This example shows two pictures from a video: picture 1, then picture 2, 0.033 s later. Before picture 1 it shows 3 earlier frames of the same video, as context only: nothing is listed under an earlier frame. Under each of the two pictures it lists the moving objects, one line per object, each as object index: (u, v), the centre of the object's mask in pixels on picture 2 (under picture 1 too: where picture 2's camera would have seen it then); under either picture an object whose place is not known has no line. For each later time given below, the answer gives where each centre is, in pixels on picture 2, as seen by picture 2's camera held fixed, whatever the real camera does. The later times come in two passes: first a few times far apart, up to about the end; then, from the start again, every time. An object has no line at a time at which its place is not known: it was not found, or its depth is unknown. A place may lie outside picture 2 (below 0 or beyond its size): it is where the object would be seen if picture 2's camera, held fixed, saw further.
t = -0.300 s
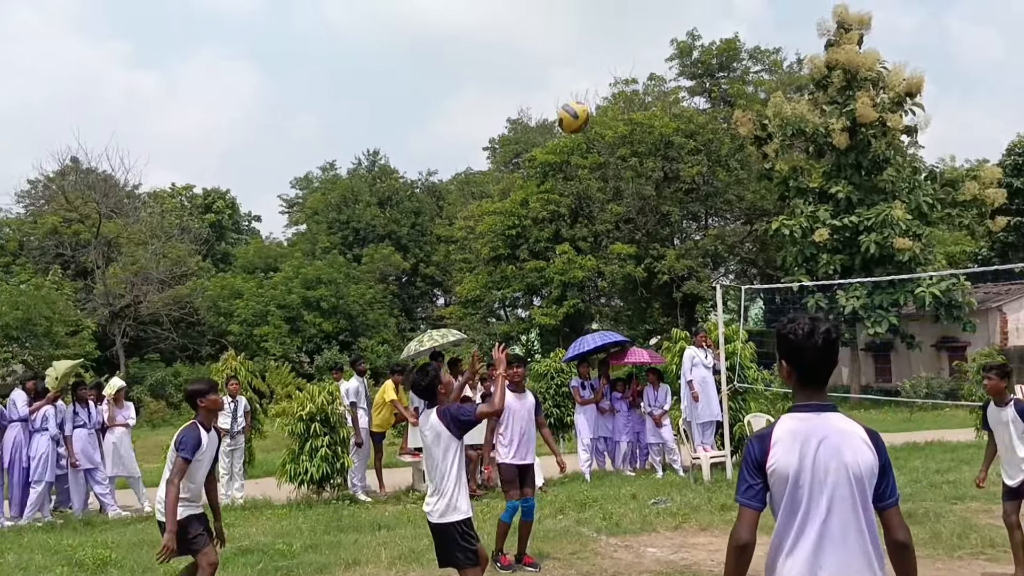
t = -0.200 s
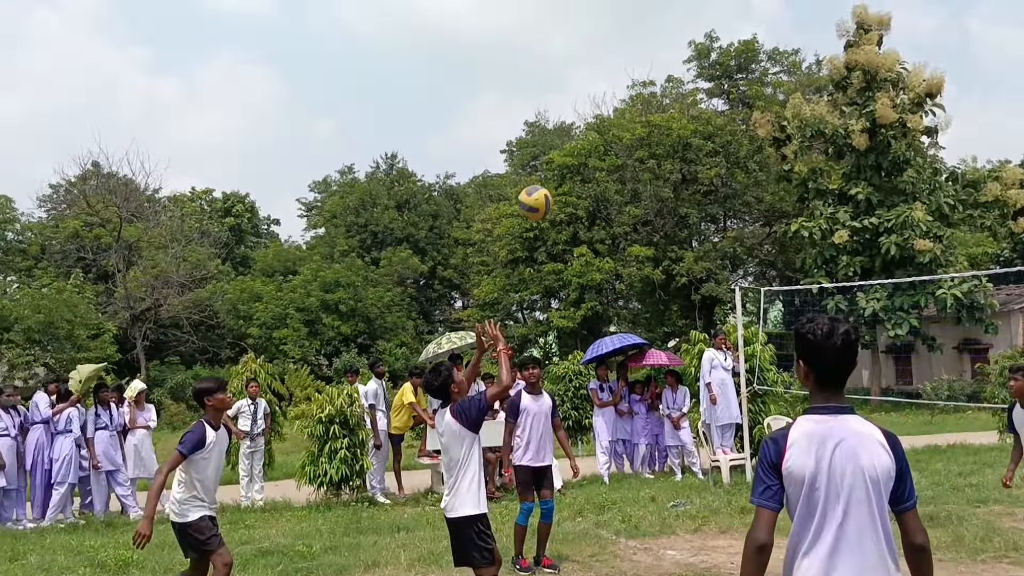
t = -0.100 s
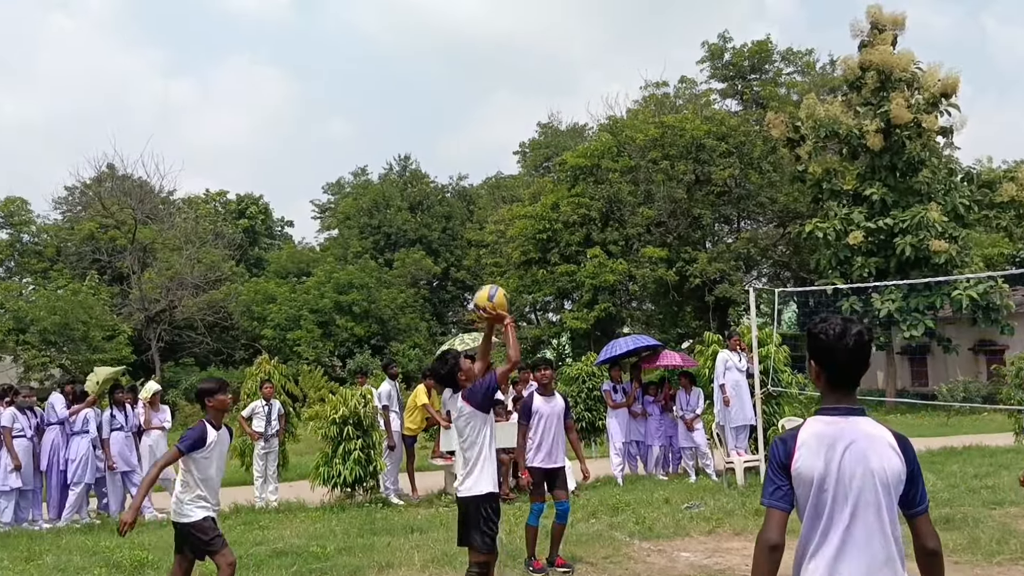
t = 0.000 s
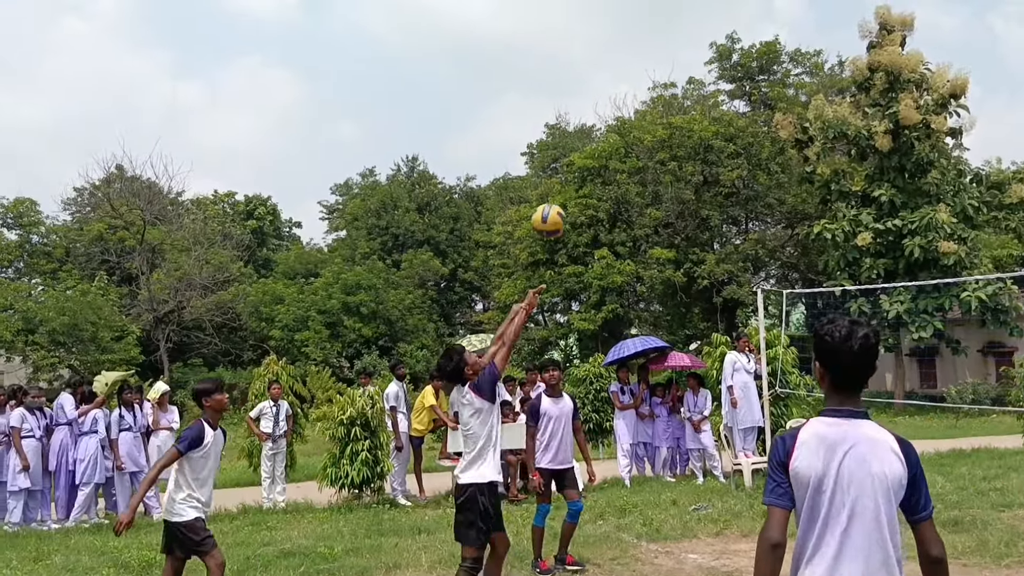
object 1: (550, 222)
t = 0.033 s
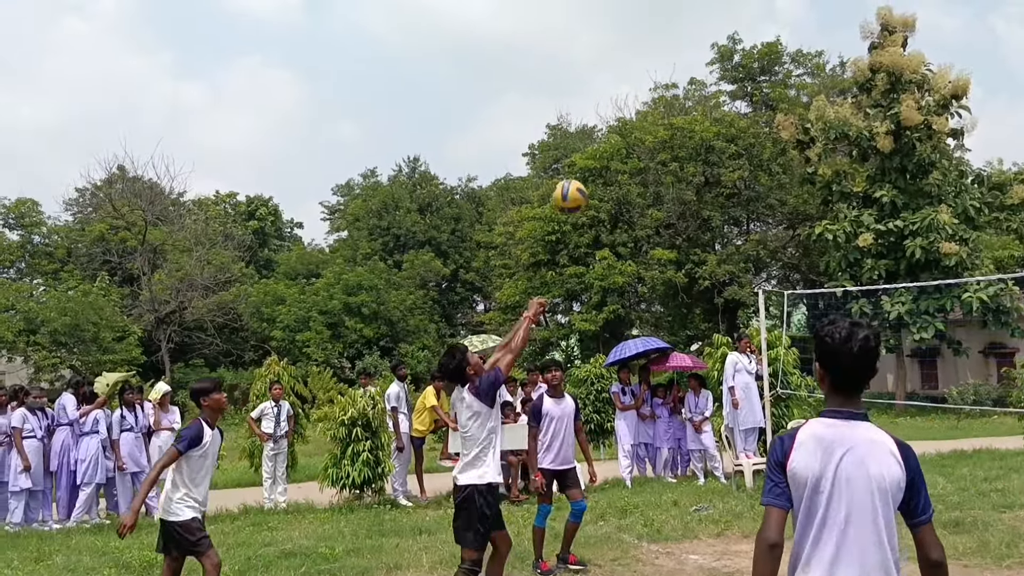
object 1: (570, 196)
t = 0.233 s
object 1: (681, 92)
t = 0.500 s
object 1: (810, 53)
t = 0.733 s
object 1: (909, 103)
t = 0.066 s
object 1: (589, 173)
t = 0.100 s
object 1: (608, 153)
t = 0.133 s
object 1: (627, 135)
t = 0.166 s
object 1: (647, 119)
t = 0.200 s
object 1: (664, 104)
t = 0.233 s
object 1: (681, 92)
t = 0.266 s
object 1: (698, 81)
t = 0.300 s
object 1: (714, 72)
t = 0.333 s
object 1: (732, 66)
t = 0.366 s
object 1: (749, 60)
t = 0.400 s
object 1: (764, 56)
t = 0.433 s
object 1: (779, 52)
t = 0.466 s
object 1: (795, 53)
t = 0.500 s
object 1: (810, 53)
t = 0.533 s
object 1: (826, 57)
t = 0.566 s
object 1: (840, 60)
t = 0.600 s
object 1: (854, 66)
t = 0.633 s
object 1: (868, 73)
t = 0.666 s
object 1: (883, 82)
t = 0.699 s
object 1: (896, 92)
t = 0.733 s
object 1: (909, 103)
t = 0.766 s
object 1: (924, 117)
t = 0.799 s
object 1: (938, 130)
